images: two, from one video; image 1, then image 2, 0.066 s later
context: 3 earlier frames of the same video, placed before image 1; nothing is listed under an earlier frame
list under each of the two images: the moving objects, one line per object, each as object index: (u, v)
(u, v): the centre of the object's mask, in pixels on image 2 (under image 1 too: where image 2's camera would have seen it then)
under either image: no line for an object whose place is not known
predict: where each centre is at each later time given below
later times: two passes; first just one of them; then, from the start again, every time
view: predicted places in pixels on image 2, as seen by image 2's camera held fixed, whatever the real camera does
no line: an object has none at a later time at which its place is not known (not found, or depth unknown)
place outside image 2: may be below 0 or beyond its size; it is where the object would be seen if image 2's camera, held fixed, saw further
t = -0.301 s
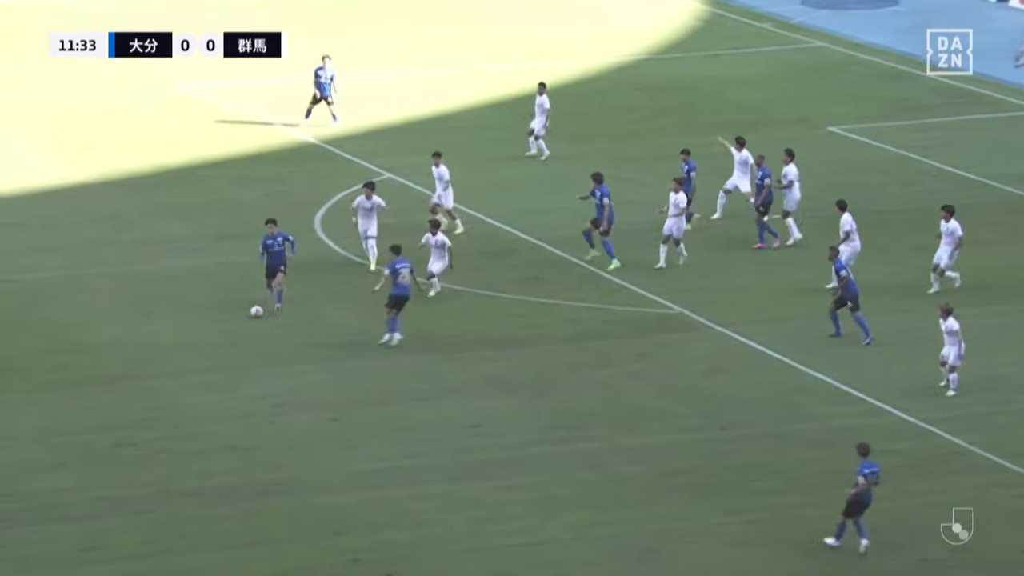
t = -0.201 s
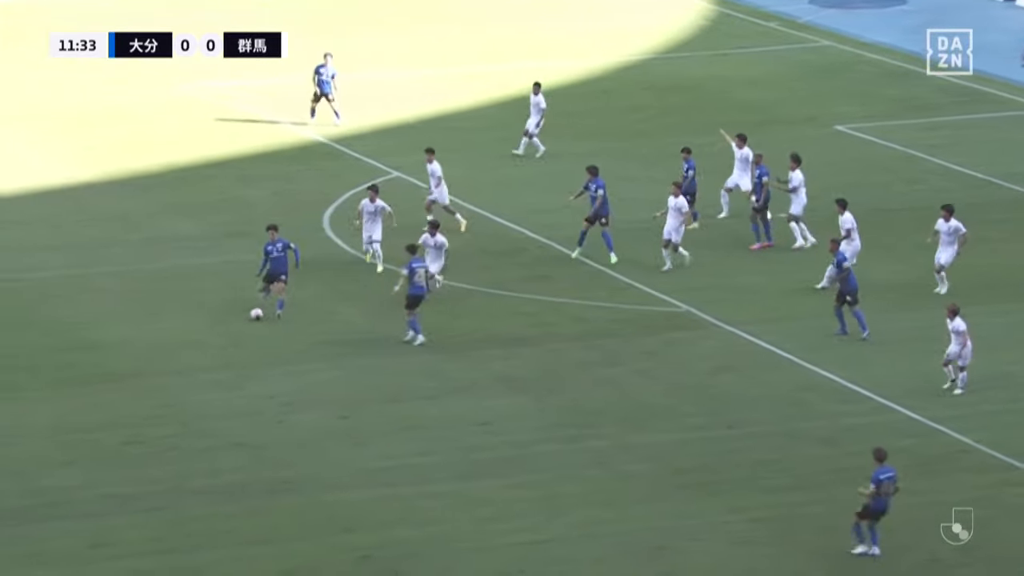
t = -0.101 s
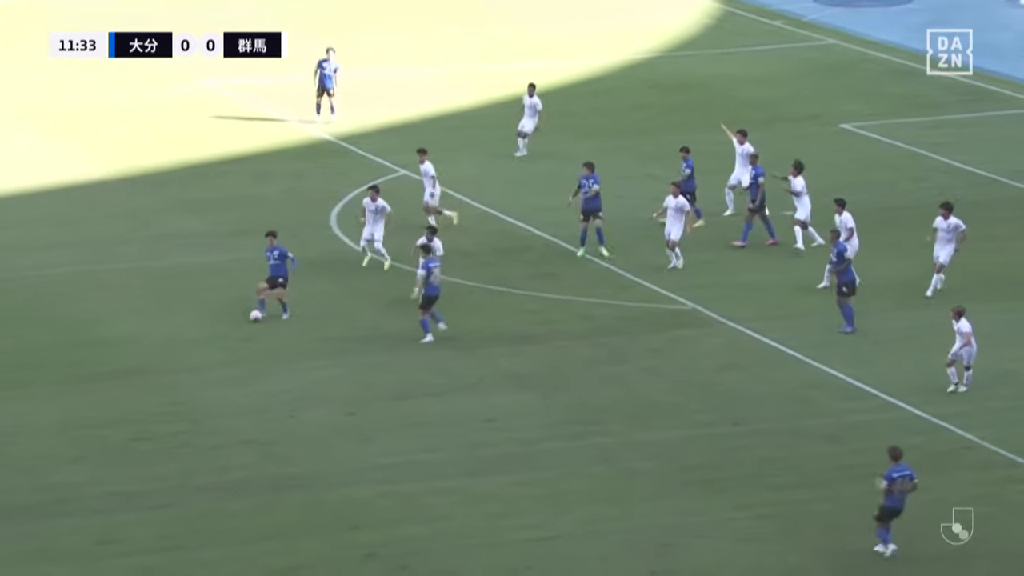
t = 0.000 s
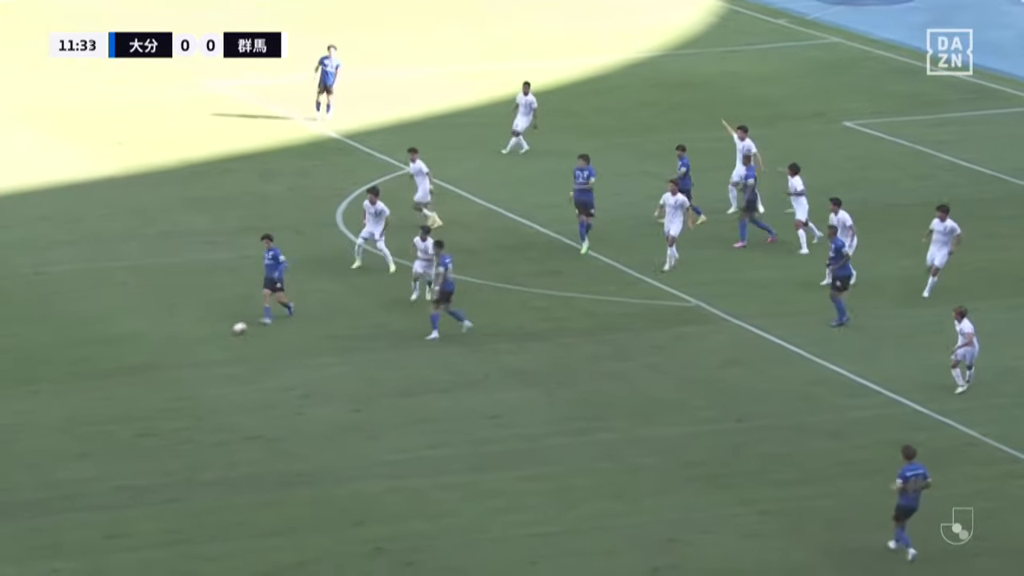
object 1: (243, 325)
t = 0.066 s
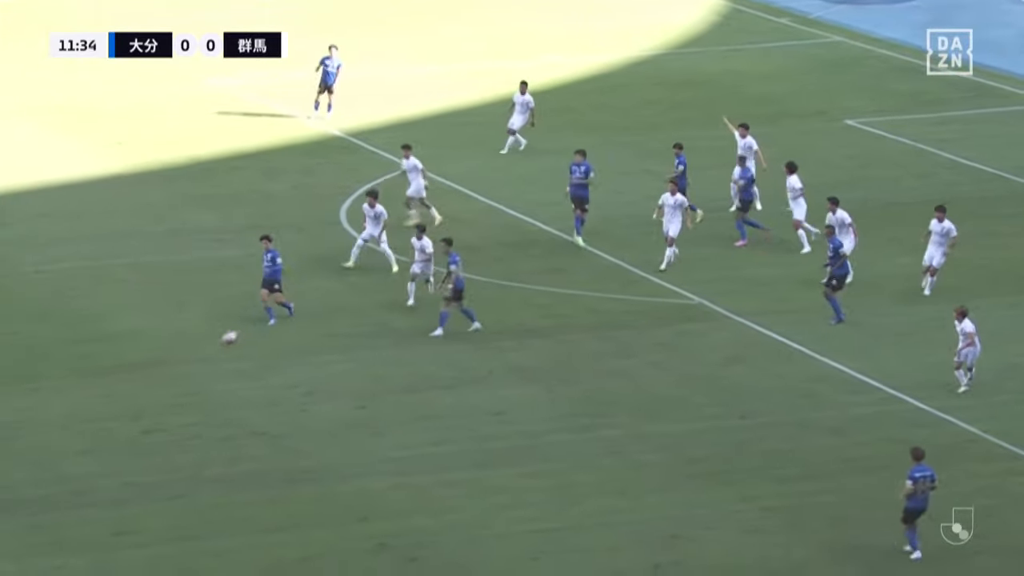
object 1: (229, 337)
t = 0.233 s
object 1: (195, 364)
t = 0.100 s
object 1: (222, 343)
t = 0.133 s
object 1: (214, 350)
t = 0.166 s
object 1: (206, 355)
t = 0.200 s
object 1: (200, 360)
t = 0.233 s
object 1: (195, 364)
